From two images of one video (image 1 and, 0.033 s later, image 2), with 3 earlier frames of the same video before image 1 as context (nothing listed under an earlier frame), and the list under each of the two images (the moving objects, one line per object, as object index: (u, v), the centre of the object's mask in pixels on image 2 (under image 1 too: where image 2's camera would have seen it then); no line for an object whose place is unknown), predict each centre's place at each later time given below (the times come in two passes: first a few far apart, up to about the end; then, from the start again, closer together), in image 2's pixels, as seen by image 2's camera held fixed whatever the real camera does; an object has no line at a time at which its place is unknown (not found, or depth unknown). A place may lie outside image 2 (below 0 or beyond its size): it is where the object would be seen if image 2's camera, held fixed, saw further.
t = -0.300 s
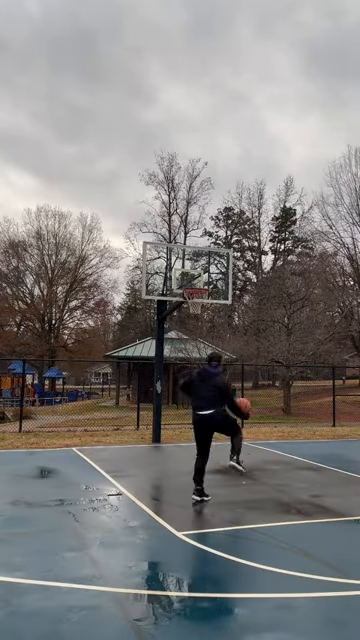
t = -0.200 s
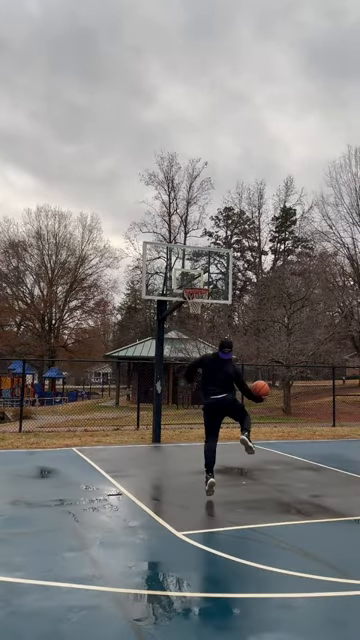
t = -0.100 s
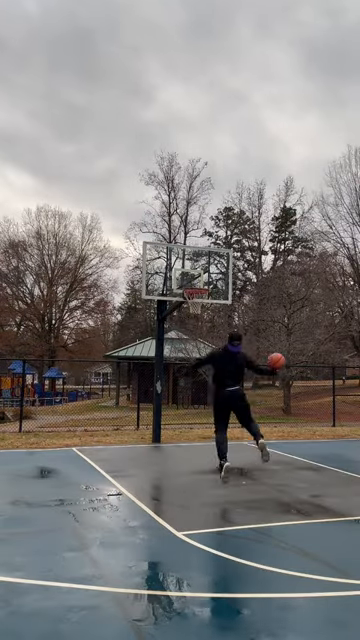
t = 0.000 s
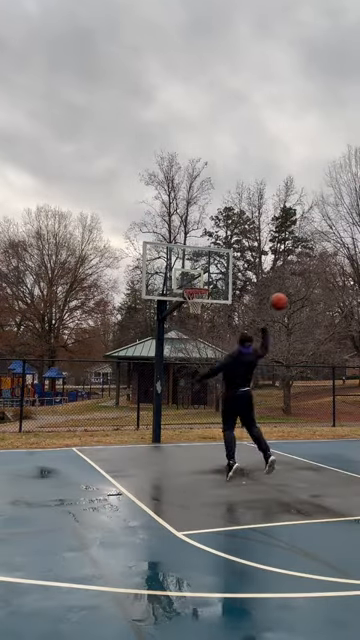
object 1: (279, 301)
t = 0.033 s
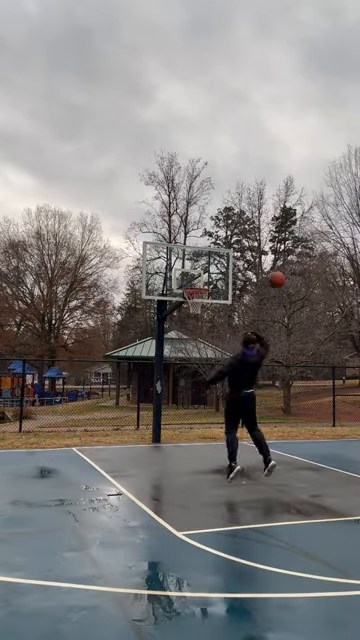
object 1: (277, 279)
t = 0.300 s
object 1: (262, 142)
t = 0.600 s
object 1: (248, 59)
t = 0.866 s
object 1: (237, 35)
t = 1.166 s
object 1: (224, 57)
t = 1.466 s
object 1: (211, 125)
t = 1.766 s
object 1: (198, 235)
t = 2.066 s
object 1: (195, 346)
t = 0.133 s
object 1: (272, 221)
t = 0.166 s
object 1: (269, 203)
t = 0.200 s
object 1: (267, 186)
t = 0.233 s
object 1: (266, 171)
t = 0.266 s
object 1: (264, 156)
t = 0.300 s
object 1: (262, 142)
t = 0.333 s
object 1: (260, 130)
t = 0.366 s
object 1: (259, 118)
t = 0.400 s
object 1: (257, 107)
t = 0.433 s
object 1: (256, 97)
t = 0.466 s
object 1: (254, 88)
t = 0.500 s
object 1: (253, 79)
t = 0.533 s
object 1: (251, 72)
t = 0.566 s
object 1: (250, 65)
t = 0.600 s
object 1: (248, 59)
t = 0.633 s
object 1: (246, 53)
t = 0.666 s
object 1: (245, 49)
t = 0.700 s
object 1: (244, 45)
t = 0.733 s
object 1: (242, 41)
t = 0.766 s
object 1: (241, 39)
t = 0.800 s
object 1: (239, 37)
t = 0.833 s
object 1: (238, 36)
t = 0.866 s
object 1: (237, 35)
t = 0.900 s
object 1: (235, 35)
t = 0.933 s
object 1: (234, 36)
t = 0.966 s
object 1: (232, 37)
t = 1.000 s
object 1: (231, 39)
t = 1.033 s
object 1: (229, 41)
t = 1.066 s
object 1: (228, 44)
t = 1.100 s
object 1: (227, 48)
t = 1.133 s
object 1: (225, 52)
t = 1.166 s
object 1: (224, 57)
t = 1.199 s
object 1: (223, 62)
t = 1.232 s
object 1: (221, 68)
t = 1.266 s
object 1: (220, 75)
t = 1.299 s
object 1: (219, 82)
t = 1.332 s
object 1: (217, 89)
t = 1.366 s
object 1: (216, 97)
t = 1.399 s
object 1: (214, 106)
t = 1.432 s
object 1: (212, 115)
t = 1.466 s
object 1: (211, 125)
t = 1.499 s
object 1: (210, 135)
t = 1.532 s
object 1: (208, 146)
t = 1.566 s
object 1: (207, 157)
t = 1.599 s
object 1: (205, 168)
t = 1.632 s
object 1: (204, 181)
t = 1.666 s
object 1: (202, 194)
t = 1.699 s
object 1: (201, 207)
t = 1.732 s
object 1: (199, 221)
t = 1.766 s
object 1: (198, 235)
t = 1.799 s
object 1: (196, 250)
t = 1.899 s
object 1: (190, 298)
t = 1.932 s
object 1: (192, 308)
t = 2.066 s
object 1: (195, 346)
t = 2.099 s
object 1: (196, 357)
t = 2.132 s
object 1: (197, 369)
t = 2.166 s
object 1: (197, 381)
